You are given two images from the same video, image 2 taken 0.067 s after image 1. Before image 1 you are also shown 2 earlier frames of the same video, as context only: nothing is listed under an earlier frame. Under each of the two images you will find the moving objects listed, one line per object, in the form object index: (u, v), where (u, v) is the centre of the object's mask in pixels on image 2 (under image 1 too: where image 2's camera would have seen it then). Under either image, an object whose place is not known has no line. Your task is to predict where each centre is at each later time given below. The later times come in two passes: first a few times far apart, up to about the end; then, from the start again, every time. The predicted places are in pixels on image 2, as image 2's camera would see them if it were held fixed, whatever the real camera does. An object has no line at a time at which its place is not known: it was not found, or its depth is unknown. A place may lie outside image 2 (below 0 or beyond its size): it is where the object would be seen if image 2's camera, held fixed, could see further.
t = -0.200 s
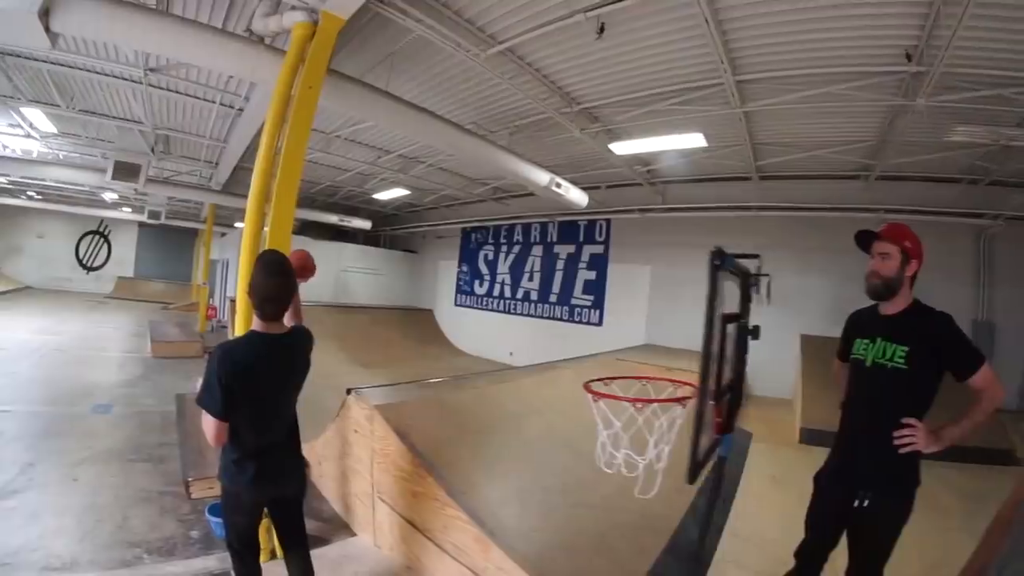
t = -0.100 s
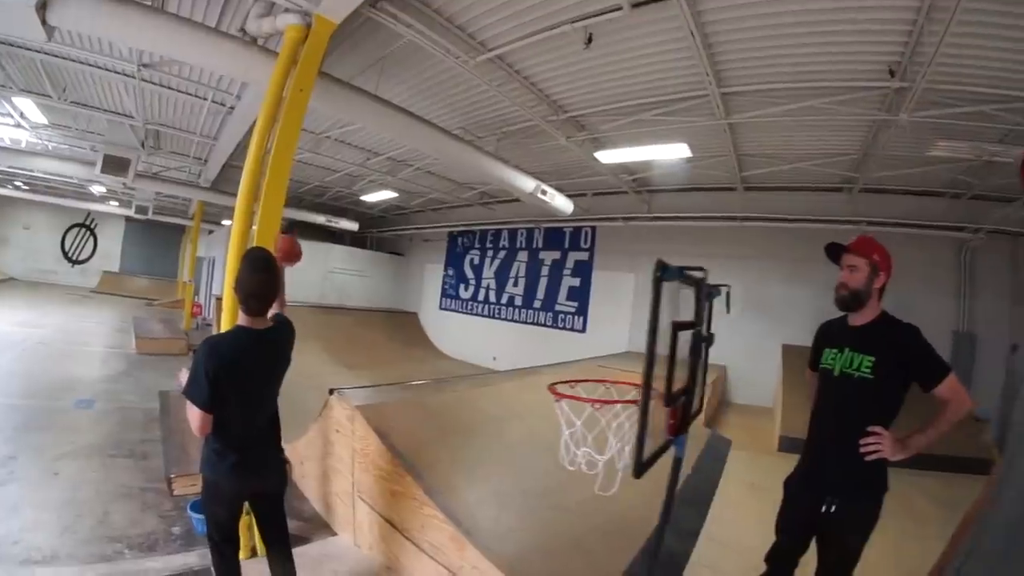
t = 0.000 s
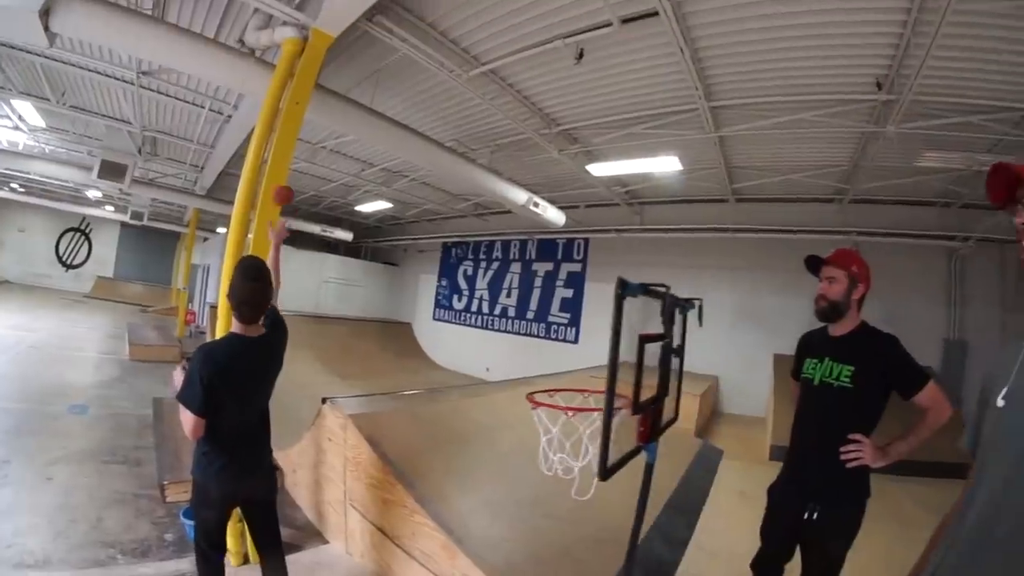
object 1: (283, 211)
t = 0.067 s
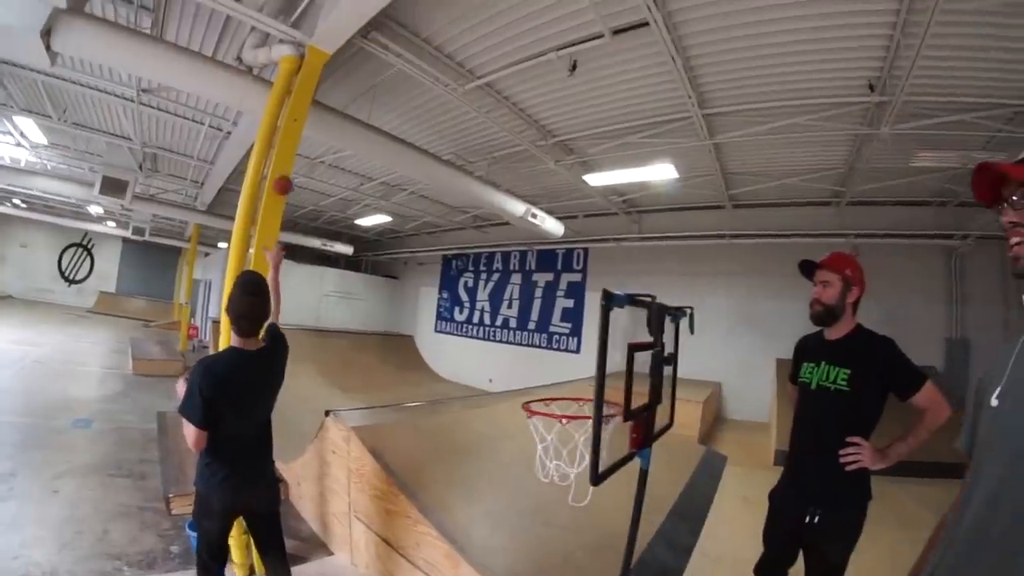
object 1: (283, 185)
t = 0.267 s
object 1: (351, 140)
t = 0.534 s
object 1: (508, 198)
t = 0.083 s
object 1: (287, 180)
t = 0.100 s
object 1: (292, 175)
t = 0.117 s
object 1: (298, 170)
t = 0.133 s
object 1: (304, 165)
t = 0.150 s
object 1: (309, 161)
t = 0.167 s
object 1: (315, 157)
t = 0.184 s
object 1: (320, 153)
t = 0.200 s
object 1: (326, 150)
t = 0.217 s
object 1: (332, 147)
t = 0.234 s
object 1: (338, 144)
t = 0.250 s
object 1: (344, 142)
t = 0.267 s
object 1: (351, 140)
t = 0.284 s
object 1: (357, 139)
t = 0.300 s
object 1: (364, 138)
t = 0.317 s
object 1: (370, 137)
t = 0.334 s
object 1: (379, 137)
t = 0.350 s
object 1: (387, 137)
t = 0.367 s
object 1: (395, 138)
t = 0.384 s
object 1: (403, 140)
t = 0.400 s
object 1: (412, 142)
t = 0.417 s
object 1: (422, 145)
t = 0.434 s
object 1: (432, 149)
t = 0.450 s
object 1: (443, 154)
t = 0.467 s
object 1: (454, 160)
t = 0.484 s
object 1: (466, 168)
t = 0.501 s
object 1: (478, 176)
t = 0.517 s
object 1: (492, 186)
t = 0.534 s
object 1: (508, 198)
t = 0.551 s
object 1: (523, 211)
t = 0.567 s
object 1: (541, 228)
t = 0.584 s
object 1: (563, 248)
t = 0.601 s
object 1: (584, 267)
